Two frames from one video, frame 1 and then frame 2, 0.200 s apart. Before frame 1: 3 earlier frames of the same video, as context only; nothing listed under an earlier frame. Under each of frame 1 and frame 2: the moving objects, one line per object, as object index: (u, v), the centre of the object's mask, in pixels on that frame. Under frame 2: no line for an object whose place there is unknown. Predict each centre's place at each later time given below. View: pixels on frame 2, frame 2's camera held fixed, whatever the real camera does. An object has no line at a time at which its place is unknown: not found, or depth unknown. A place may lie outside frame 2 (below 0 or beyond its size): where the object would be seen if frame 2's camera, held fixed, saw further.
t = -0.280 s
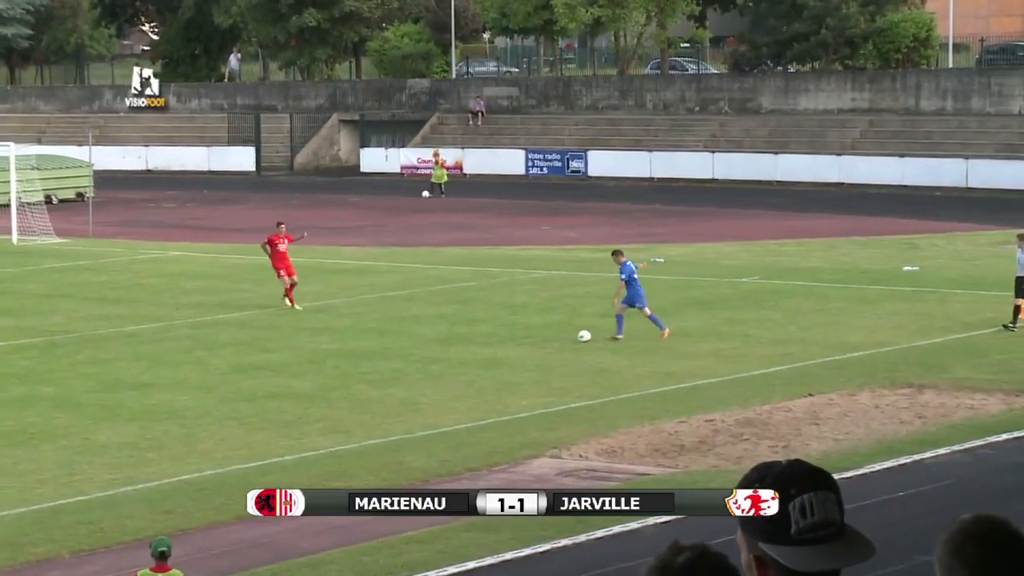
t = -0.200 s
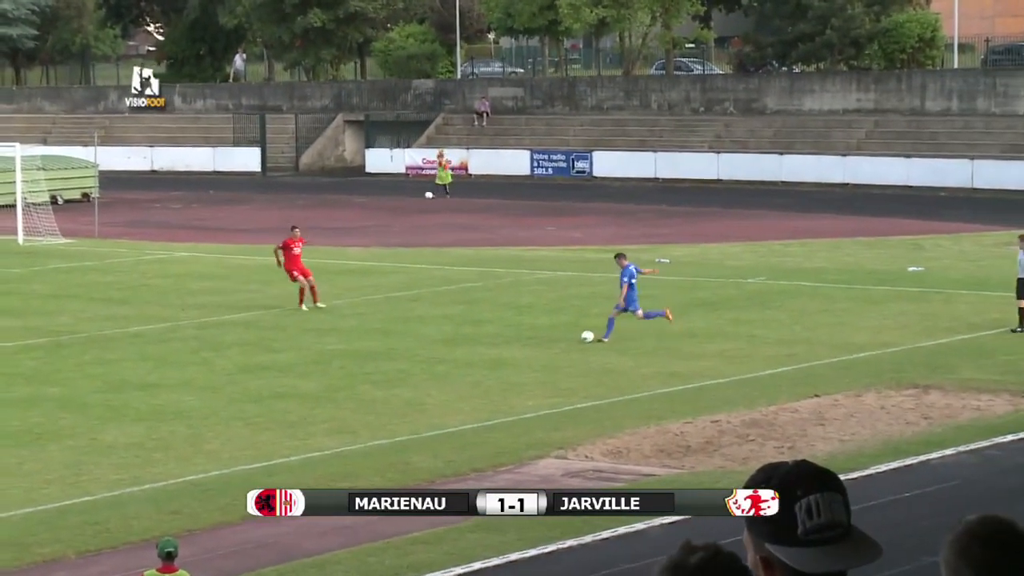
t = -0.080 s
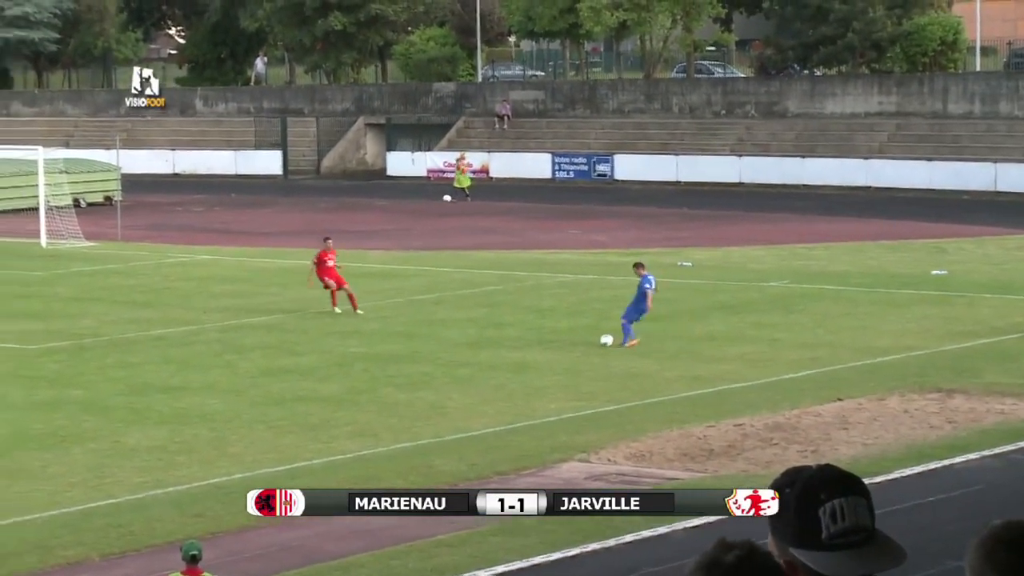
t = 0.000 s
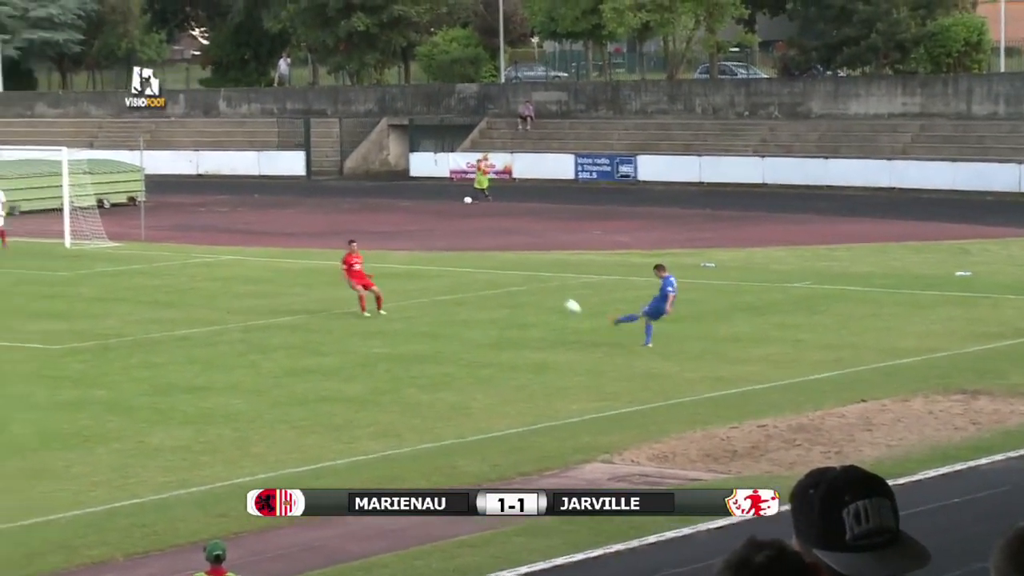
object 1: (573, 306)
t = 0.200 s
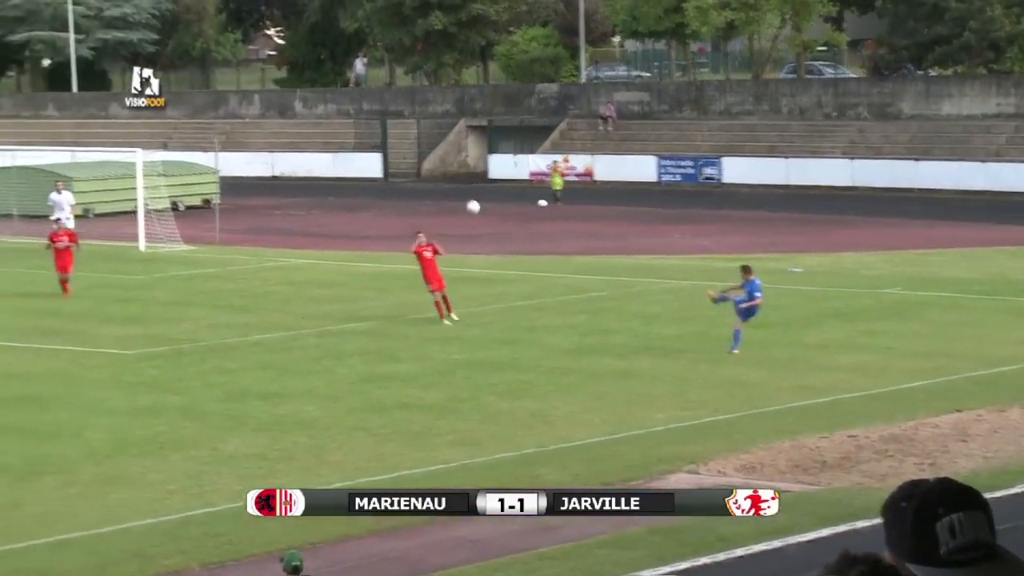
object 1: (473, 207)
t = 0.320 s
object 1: (377, 153)
